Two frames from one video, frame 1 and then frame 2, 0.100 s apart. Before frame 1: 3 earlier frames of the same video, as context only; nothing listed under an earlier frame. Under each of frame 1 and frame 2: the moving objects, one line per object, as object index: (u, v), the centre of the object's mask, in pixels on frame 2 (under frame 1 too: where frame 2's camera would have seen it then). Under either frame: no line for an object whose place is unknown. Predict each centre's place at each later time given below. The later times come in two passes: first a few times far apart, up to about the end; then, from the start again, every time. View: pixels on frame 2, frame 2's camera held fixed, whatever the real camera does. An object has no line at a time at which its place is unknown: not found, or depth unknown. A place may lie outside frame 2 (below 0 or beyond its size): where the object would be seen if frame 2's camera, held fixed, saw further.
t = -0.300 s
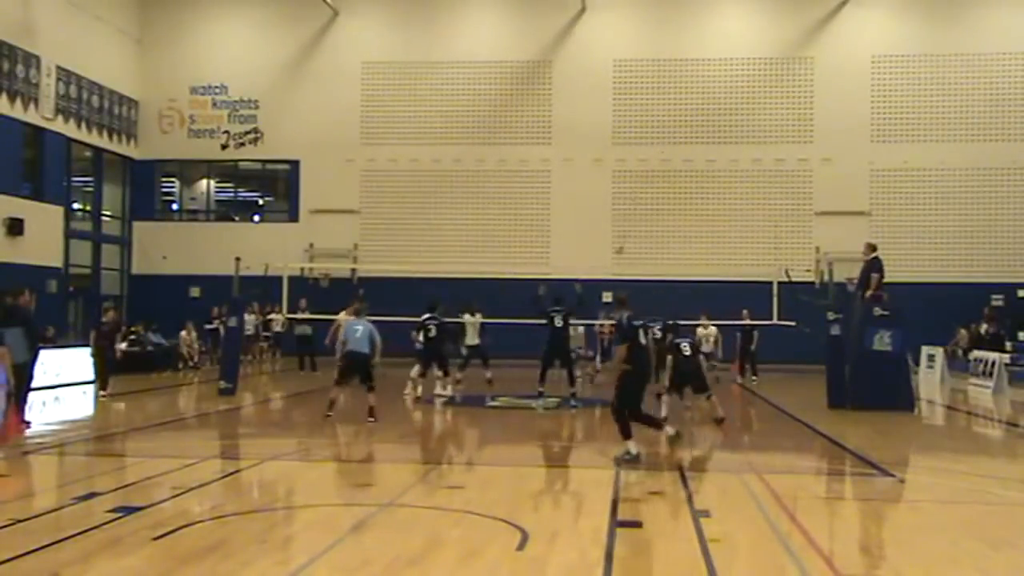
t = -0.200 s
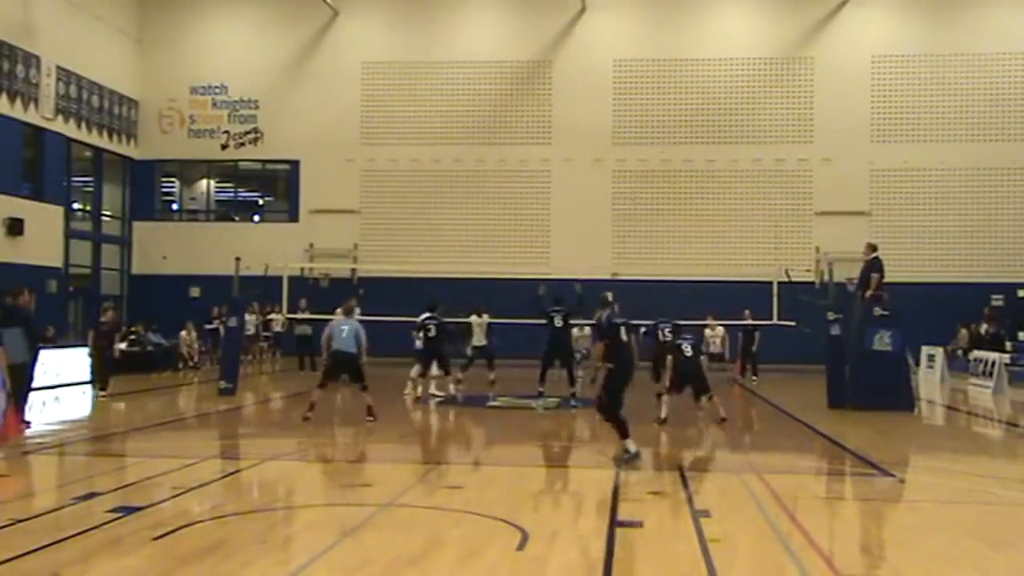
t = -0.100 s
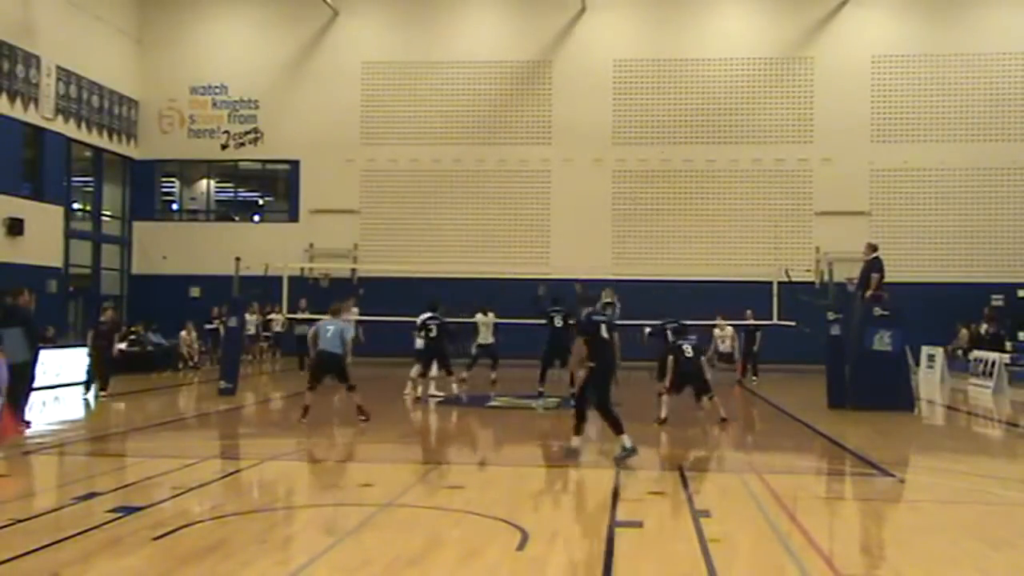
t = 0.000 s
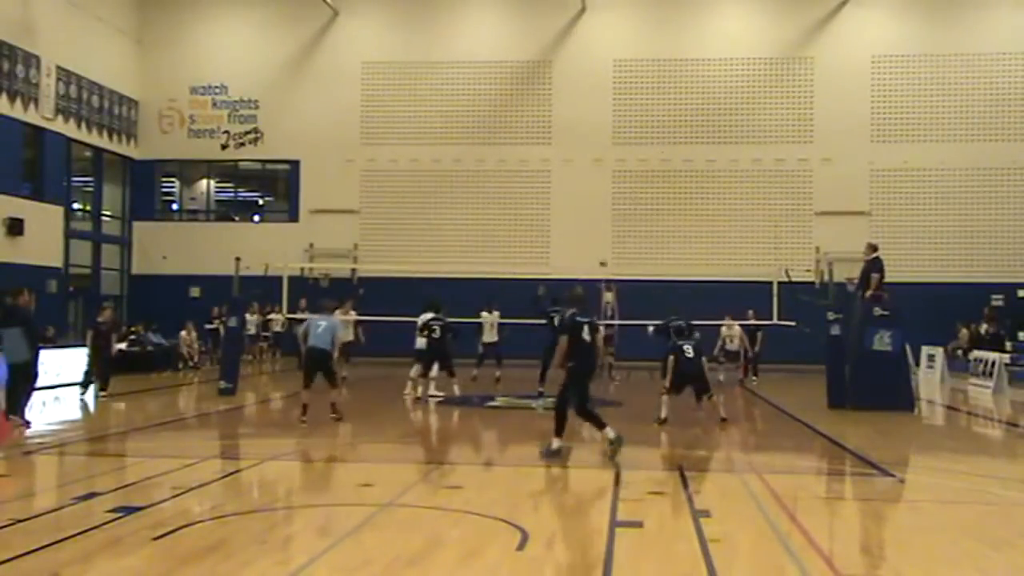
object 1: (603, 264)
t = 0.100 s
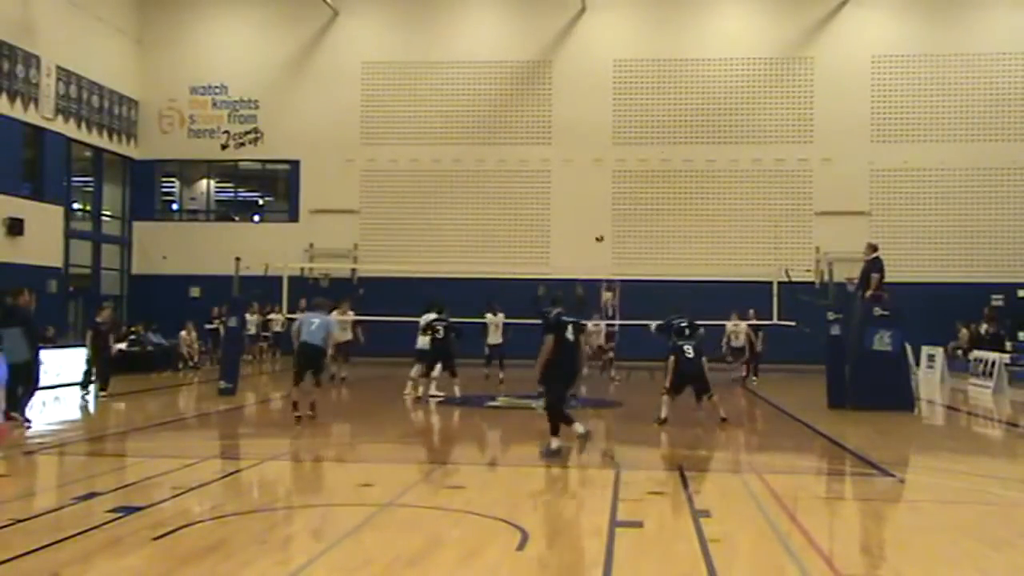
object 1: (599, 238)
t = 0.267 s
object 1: (591, 203)
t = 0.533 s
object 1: (577, 173)
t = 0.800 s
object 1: (562, 177)
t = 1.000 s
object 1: (550, 202)
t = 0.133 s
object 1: (598, 231)
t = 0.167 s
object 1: (596, 224)
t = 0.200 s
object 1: (595, 216)
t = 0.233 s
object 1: (593, 209)
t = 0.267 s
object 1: (591, 203)
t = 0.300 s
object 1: (589, 197)
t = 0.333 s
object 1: (587, 193)
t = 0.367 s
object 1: (586, 188)
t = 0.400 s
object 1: (584, 185)
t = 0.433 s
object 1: (583, 181)
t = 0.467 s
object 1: (581, 178)
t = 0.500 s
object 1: (579, 176)
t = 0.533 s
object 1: (577, 173)
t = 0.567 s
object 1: (575, 172)
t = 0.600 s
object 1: (573, 171)
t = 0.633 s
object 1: (571, 171)
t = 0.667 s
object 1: (570, 171)
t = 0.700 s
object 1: (568, 172)
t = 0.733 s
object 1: (566, 173)
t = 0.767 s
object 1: (564, 174)
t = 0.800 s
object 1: (562, 177)
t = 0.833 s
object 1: (561, 179)
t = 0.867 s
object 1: (559, 183)
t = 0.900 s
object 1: (556, 186)
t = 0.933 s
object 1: (554, 191)
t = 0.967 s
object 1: (552, 196)
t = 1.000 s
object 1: (550, 202)
